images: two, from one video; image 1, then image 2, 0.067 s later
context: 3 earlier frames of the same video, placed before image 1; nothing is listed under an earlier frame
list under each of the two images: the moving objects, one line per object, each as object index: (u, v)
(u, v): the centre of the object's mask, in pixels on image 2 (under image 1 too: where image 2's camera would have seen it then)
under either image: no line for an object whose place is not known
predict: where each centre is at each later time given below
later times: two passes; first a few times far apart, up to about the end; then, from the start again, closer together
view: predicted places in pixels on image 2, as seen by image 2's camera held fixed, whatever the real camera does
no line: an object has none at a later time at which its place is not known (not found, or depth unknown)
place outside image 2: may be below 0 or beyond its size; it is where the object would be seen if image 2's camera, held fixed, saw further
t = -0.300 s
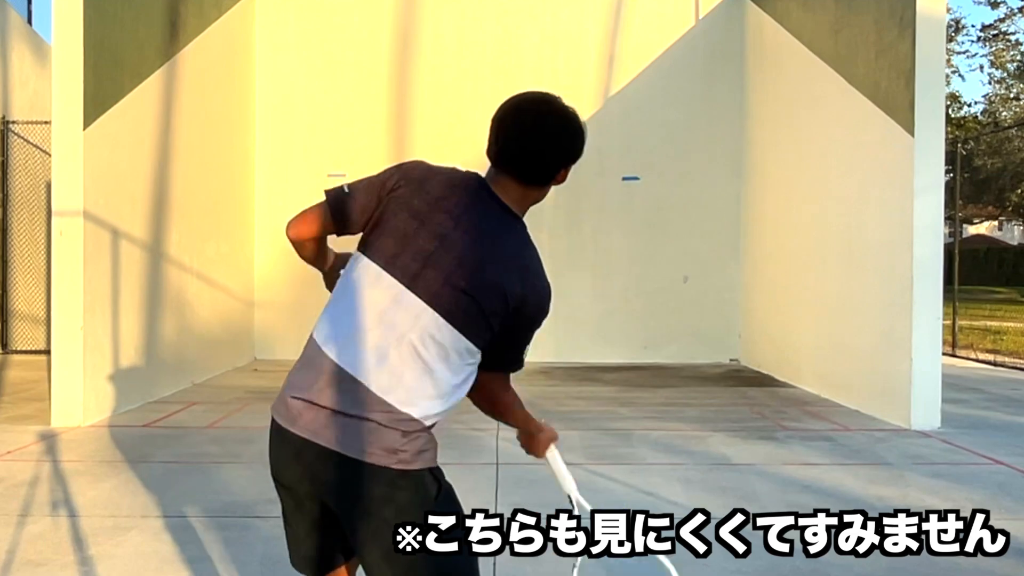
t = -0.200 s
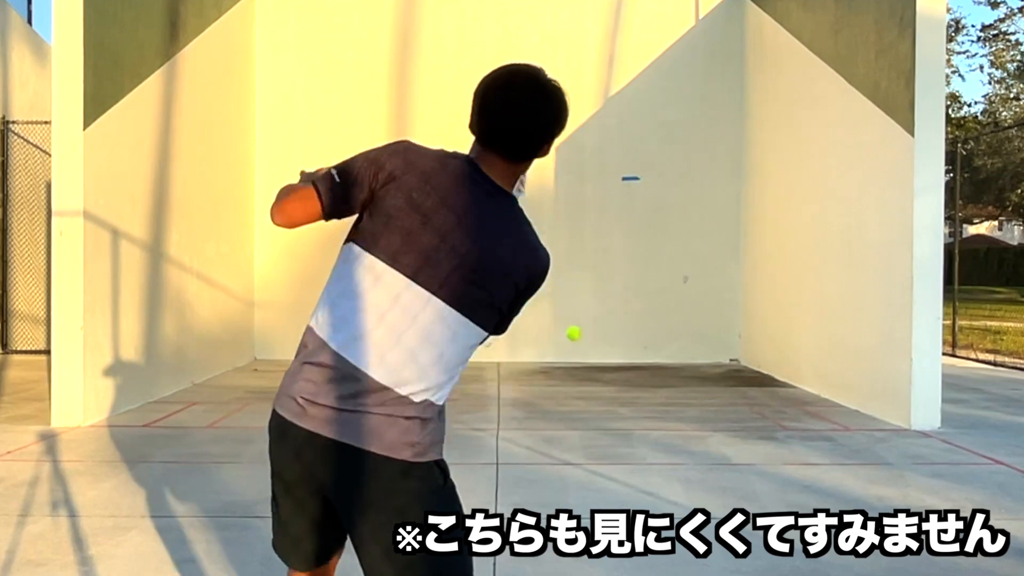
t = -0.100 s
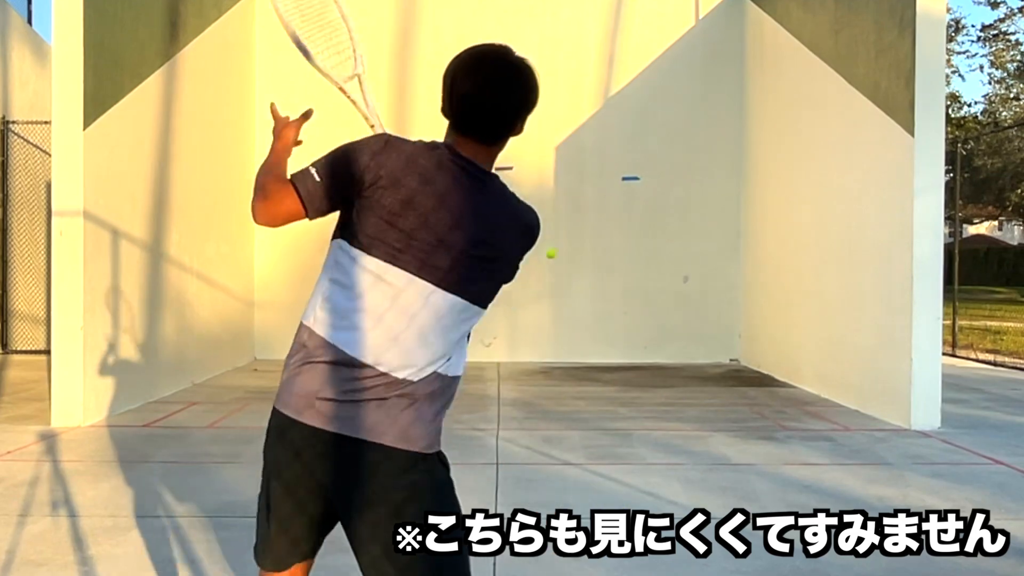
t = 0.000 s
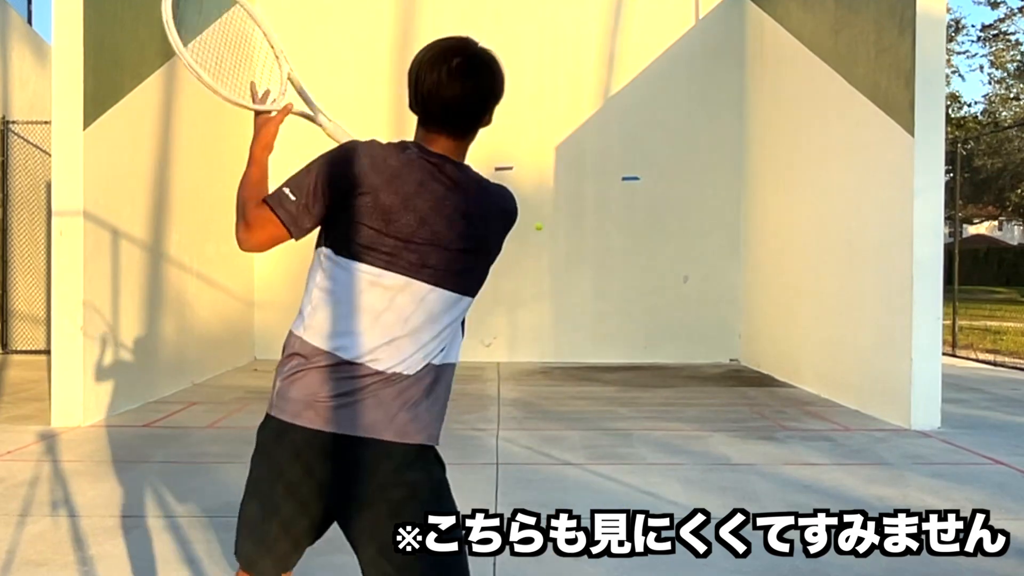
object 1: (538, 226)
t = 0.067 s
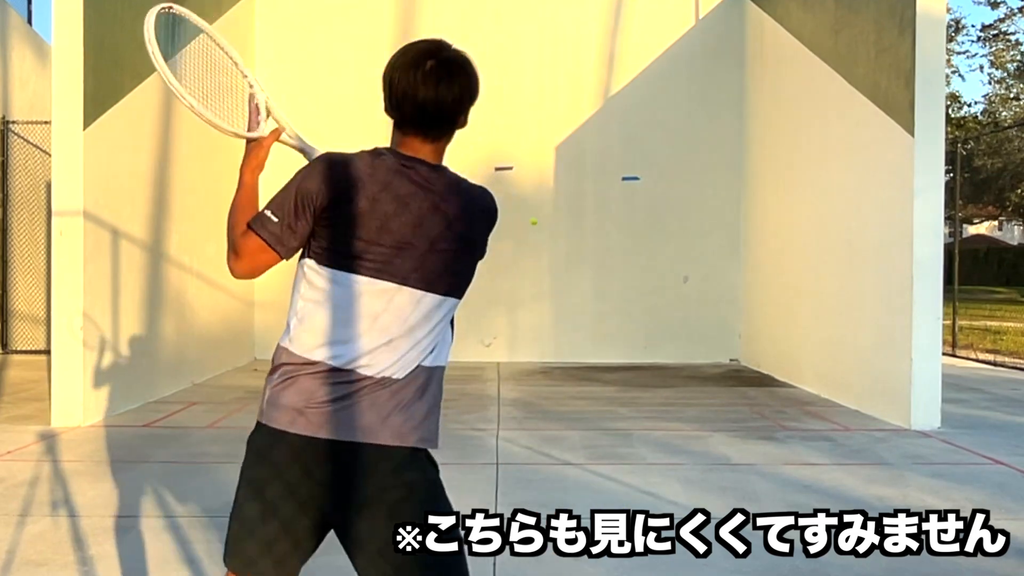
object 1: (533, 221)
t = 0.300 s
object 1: (530, 226)
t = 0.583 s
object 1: (564, 260)
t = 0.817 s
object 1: (608, 392)
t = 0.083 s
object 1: (532, 221)
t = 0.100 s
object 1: (531, 221)
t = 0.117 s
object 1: (530, 221)
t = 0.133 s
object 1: (529, 222)
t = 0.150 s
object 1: (528, 223)
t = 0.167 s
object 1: (527, 224)
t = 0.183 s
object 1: (527, 226)
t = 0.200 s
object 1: (525, 227)
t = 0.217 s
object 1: (524, 230)
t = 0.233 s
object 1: (524, 230)
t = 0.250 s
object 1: (526, 228)
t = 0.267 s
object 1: (528, 227)
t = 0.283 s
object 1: (529, 226)
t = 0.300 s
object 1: (530, 226)
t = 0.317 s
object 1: (532, 225)
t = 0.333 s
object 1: (534, 225)
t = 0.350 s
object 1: (535, 225)
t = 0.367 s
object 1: (537, 226)
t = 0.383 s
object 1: (538, 227)
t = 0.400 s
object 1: (540, 227)
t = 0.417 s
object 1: (542, 229)
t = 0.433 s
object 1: (544, 230)
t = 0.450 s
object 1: (547, 232)
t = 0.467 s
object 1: (549, 234)
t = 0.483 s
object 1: (551, 237)
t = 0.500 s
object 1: (553, 240)
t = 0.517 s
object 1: (555, 243)
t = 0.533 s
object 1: (558, 247)
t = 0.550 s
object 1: (559, 251)
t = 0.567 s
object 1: (562, 255)
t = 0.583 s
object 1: (564, 260)
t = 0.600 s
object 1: (567, 266)
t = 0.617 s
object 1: (569, 271)
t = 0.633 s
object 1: (572, 278)
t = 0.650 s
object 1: (575, 285)
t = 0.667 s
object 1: (577, 292)
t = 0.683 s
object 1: (581, 301)
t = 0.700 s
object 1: (584, 309)
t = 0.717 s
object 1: (587, 319)
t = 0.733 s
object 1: (590, 329)
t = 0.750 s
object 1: (593, 340)
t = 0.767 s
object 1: (597, 351)
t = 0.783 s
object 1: (600, 364)
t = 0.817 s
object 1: (608, 392)
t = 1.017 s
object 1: (644, 372)
